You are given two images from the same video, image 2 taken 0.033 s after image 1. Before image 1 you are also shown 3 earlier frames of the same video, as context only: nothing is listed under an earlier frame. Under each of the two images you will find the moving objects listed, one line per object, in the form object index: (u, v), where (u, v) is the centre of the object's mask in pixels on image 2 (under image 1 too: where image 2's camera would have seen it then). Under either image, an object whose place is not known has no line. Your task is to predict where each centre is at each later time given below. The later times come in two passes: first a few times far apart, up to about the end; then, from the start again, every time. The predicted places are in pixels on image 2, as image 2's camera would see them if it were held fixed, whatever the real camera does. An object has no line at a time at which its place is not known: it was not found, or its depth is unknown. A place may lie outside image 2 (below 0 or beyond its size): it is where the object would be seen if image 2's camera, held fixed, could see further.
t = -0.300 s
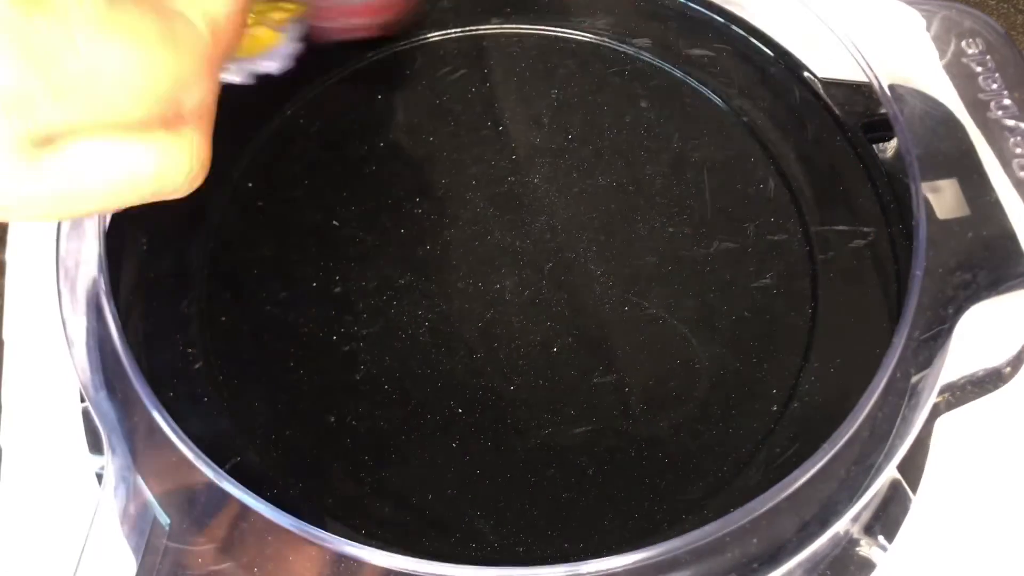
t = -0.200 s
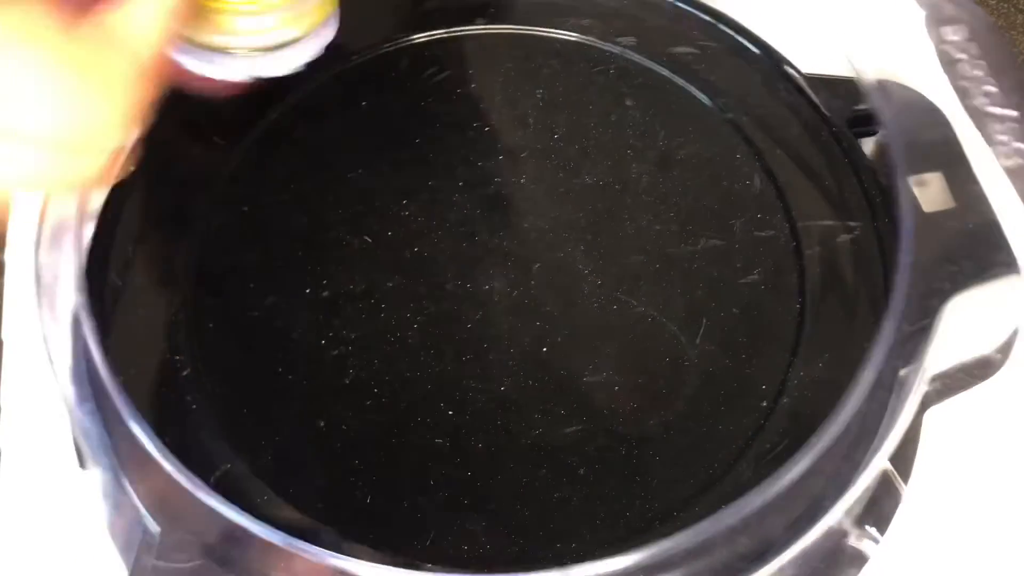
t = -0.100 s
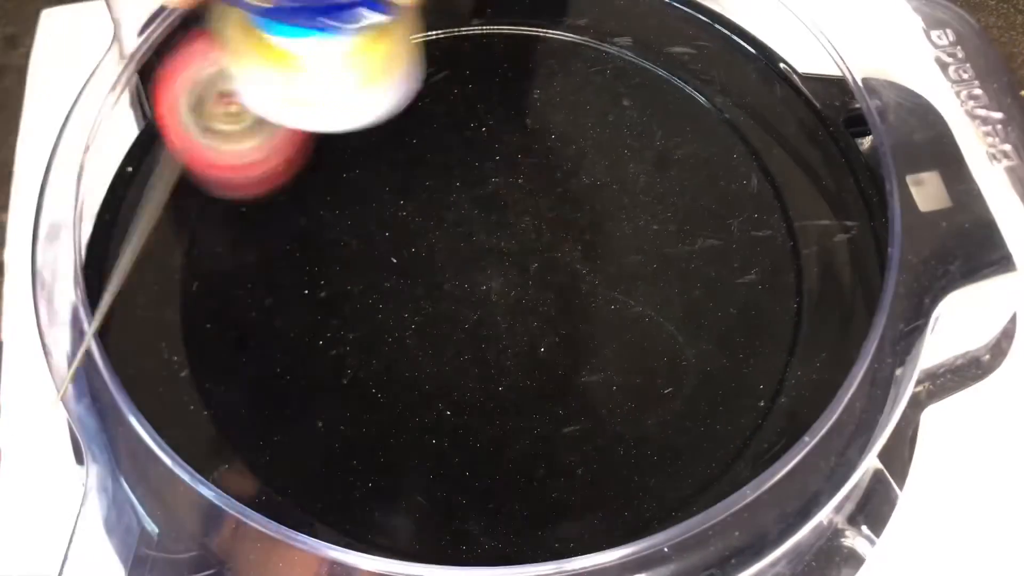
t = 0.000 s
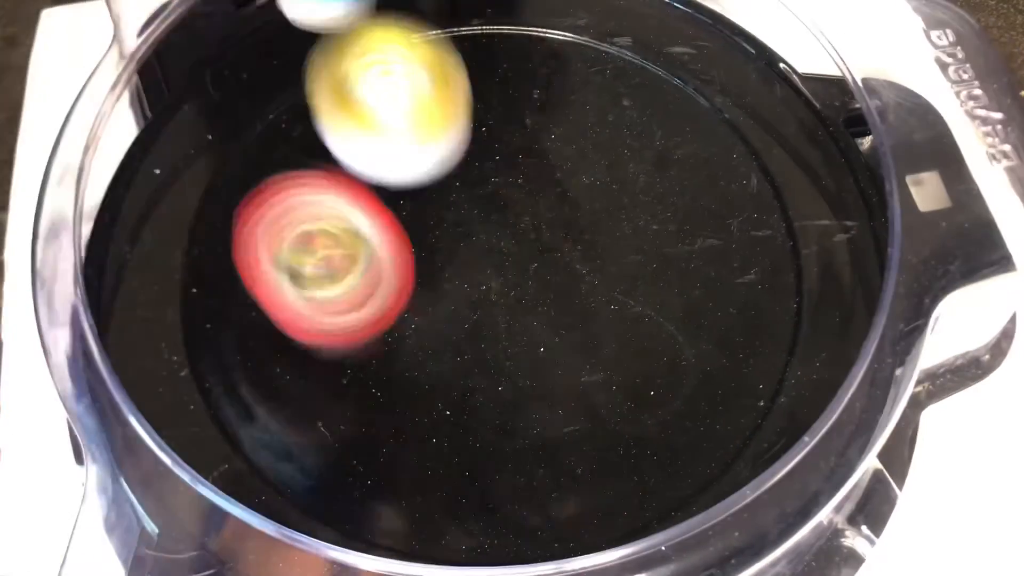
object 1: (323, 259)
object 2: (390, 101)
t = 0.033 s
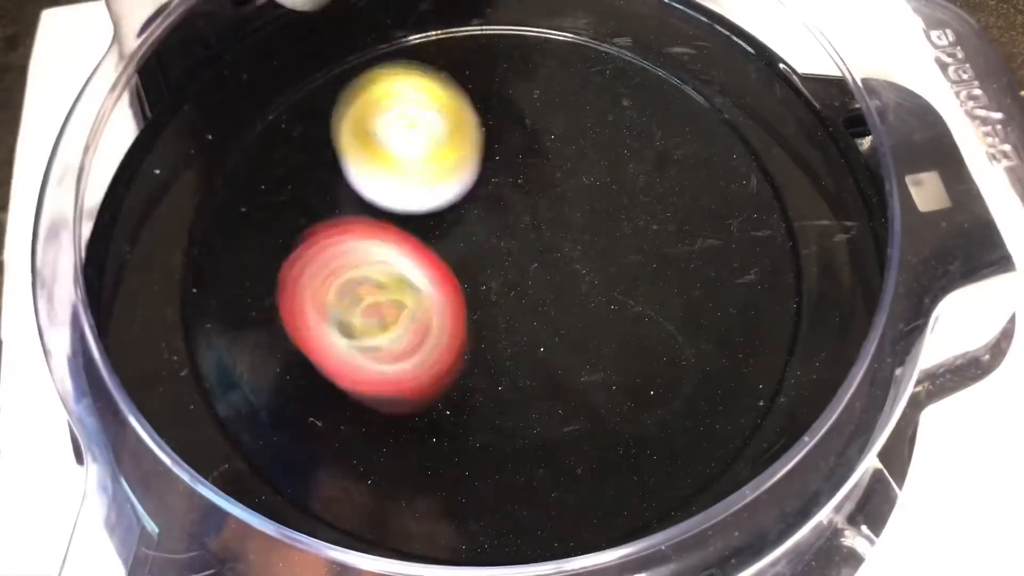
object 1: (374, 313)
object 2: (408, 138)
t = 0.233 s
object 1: (763, 410)
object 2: (500, 160)
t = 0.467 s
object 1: (673, 66)
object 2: (550, 283)
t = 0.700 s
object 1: (211, 51)
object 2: (517, 311)
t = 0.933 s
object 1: (462, 375)
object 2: (476, 188)
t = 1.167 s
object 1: (777, 343)
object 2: (362, 152)
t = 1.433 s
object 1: (572, 40)
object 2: (372, 348)
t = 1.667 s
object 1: (180, 201)
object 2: (641, 368)
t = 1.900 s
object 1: (527, 488)
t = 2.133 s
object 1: (714, 97)
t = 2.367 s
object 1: (507, 18)
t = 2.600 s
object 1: (296, 217)
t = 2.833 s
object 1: (433, 460)
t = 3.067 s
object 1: (706, 377)
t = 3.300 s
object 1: (645, 174)
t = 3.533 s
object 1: (429, 156)
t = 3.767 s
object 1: (365, 282)
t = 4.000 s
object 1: (489, 322)
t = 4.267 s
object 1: (548, 253)
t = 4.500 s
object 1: (502, 222)
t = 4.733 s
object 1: (475, 232)
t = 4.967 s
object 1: (485, 262)
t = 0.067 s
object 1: (435, 357)
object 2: (420, 119)
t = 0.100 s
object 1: (500, 394)
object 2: (434, 103)
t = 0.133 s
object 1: (570, 423)
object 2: (450, 103)
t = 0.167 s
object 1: (642, 436)
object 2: (468, 121)
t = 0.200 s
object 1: (709, 428)
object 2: (486, 152)
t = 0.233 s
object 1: (763, 410)
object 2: (500, 160)
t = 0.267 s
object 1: (798, 376)
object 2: (511, 167)
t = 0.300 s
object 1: (794, 325)
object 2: (522, 187)
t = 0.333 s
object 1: (792, 274)
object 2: (533, 216)
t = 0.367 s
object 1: (774, 218)
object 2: (540, 227)
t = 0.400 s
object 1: (748, 161)
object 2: (547, 249)
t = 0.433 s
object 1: (715, 109)
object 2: (550, 266)
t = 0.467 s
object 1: (673, 66)
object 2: (550, 283)
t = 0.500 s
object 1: (619, 41)
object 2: (549, 296)
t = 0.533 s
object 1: (555, 24)
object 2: (544, 310)
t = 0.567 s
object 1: (477, 15)
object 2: (540, 317)
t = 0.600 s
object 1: (401, 18)
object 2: (535, 322)
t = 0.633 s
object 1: (334, 26)
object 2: (528, 322)
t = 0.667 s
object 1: (266, 35)
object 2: (522, 319)
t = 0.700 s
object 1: (211, 51)
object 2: (517, 311)
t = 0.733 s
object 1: (217, 77)
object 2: (520, 300)
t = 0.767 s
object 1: (242, 117)
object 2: (517, 286)
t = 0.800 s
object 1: (273, 175)
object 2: (512, 267)
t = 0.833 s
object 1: (310, 228)
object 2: (506, 248)
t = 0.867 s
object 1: (352, 277)
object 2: (499, 226)
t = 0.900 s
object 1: (404, 331)
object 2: (489, 206)
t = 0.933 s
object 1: (462, 375)
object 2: (476, 188)
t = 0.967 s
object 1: (522, 415)
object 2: (461, 172)
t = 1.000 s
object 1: (584, 444)
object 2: (445, 159)
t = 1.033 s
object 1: (653, 461)
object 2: (428, 150)
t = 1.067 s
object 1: (722, 458)
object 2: (411, 144)
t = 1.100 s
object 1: (754, 429)
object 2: (392, 141)
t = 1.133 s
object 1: (772, 386)
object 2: (376, 144)
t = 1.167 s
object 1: (777, 343)
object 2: (362, 152)
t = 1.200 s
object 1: (780, 295)
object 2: (349, 165)
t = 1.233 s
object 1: (769, 242)
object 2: (338, 184)
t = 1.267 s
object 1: (748, 193)
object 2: (329, 206)
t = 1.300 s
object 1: (726, 147)
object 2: (325, 232)
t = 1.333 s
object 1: (692, 106)
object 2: (325, 260)
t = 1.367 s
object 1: (658, 72)
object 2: (333, 290)
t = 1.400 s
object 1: (618, 52)
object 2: (348, 320)
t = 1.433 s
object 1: (572, 40)
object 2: (372, 348)
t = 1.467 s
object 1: (523, 33)
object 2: (402, 372)
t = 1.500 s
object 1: (461, 31)
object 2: (439, 390)
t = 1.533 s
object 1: (399, 38)
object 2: (480, 401)
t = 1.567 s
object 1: (337, 50)
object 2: (522, 404)
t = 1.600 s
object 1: (279, 79)
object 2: (565, 400)
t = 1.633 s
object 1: (225, 132)
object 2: (606, 387)
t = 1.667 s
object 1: (180, 201)
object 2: (641, 368)
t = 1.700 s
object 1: (151, 275)
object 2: (671, 344)
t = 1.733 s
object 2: (695, 314)
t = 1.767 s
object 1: (227, 430)
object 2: (711, 282)
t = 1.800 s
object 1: (312, 473)
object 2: (717, 249)
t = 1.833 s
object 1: (400, 513)
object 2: (714, 217)
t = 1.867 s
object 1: (496, 526)
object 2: (705, 184)
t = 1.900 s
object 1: (527, 488)
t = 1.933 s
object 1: (574, 451)
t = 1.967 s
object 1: (618, 387)
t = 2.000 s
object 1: (654, 323)
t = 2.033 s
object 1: (683, 259)
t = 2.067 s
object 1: (701, 200)
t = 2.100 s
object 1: (714, 144)
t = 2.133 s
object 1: (714, 97)
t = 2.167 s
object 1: (702, 55)
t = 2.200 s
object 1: (683, 33)
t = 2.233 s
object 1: (650, 24)
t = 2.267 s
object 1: (618, 19)
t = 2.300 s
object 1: (581, 17)
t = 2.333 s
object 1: (542, 16)
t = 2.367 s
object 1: (507, 18)
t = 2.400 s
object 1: (471, 26)
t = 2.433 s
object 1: (432, 39)
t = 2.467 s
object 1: (395, 59)
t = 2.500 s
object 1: (363, 92)
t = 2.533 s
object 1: (335, 132)
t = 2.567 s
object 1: (312, 174)
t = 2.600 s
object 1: (296, 217)
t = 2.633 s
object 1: (289, 261)
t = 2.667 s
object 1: (294, 308)
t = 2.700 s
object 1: (304, 349)
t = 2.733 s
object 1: (326, 385)
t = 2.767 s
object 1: (355, 417)
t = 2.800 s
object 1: (389, 443)
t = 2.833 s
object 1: (433, 460)
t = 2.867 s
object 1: (478, 467)
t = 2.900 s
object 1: (524, 469)
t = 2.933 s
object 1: (570, 466)
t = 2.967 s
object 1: (611, 457)
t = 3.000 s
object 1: (650, 436)
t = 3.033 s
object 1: (682, 408)
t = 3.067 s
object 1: (706, 377)
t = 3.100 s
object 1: (720, 343)
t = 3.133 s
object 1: (726, 308)
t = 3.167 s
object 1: (722, 276)
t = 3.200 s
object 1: (709, 246)
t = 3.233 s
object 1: (694, 217)
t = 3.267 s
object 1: (671, 194)
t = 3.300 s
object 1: (645, 174)
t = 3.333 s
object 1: (615, 159)
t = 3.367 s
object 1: (583, 148)
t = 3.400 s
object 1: (551, 142)
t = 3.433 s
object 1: (519, 138)
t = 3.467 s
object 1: (488, 140)
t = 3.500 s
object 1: (458, 145)
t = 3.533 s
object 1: (429, 156)
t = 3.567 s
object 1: (404, 168)
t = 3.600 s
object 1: (382, 185)
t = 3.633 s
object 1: (366, 202)
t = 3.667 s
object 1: (357, 223)
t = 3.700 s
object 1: (353, 245)
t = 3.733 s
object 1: (356, 265)
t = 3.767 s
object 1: (365, 282)
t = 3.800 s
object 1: (378, 296)
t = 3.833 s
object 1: (394, 307)
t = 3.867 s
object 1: (411, 316)
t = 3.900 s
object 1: (430, 322)
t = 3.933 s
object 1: (450, 326)
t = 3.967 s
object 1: (470, 325)
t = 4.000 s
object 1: (489, 322)
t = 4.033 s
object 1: (505, 317)
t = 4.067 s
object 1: (520, 310)
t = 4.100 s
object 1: (532, 301)
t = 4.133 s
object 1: (541, 291)
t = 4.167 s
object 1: (546, 282)
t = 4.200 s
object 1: (549, 271)
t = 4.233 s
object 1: (550, 261)
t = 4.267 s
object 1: (548, 253)
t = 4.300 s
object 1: (544, 245)
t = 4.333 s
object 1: (539, 239)
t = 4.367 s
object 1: (532, 234)
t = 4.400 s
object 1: (526, 230)
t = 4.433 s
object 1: (518, 227)
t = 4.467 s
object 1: (509, 224)
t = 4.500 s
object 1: (502, 222)
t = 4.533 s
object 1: (496, 221)
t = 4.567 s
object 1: (491, 221)
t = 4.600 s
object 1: (486, 221)
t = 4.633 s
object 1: (482, 224)
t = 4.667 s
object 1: (478, 226)
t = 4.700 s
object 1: (476, 229)
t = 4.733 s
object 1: (475, 232)
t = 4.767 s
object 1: (475, 236)
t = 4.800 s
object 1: (475, 241)
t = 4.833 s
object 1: (476, 245)
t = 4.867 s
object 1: (477, 249)
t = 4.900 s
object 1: (480, 254)
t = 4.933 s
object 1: (483, 258)
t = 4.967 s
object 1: (485, 262)
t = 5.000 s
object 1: (489, 265)
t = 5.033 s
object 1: (492, 267)
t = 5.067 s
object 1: (496, 269)
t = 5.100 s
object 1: (500, 271)
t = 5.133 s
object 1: (503, 272)
